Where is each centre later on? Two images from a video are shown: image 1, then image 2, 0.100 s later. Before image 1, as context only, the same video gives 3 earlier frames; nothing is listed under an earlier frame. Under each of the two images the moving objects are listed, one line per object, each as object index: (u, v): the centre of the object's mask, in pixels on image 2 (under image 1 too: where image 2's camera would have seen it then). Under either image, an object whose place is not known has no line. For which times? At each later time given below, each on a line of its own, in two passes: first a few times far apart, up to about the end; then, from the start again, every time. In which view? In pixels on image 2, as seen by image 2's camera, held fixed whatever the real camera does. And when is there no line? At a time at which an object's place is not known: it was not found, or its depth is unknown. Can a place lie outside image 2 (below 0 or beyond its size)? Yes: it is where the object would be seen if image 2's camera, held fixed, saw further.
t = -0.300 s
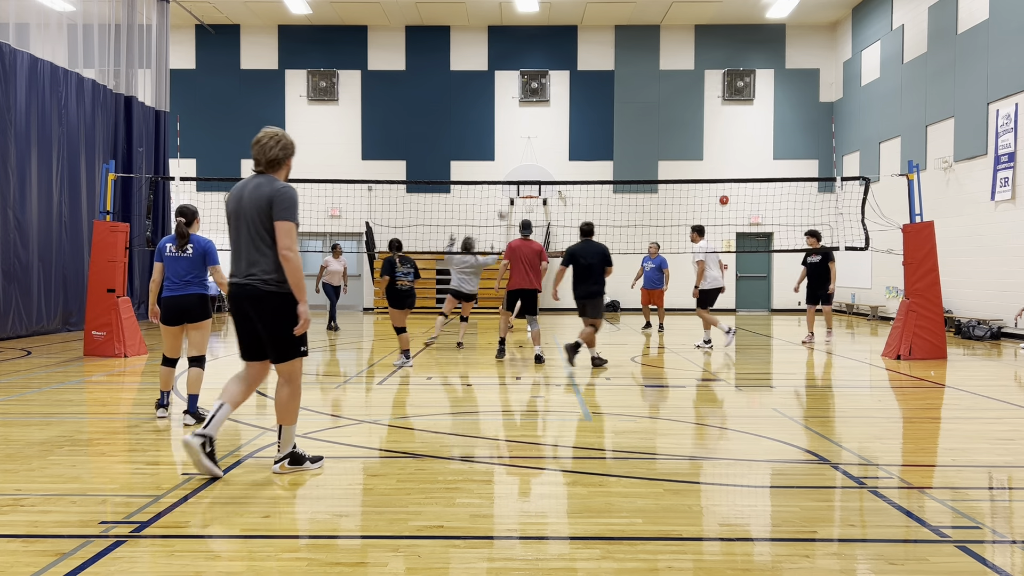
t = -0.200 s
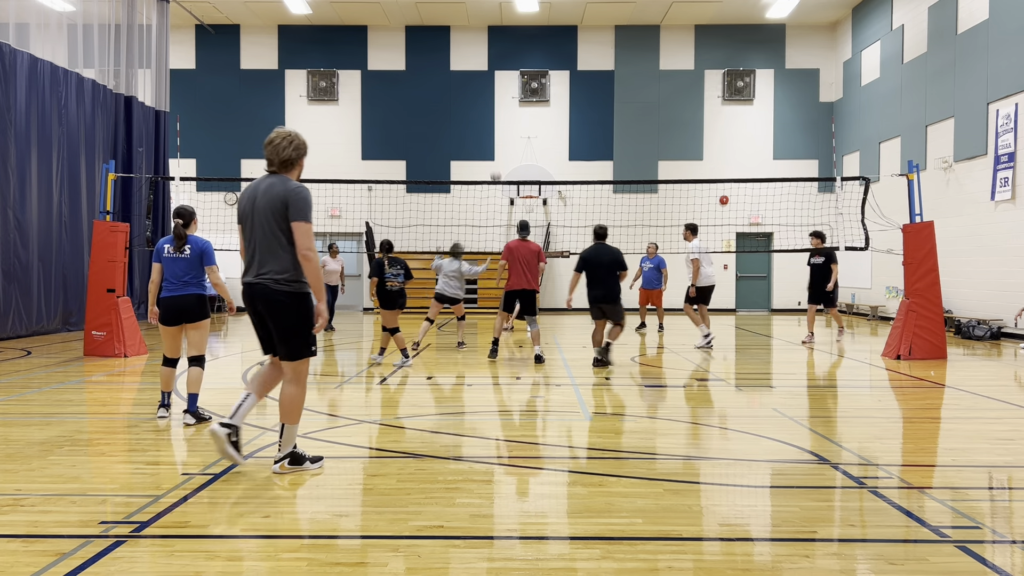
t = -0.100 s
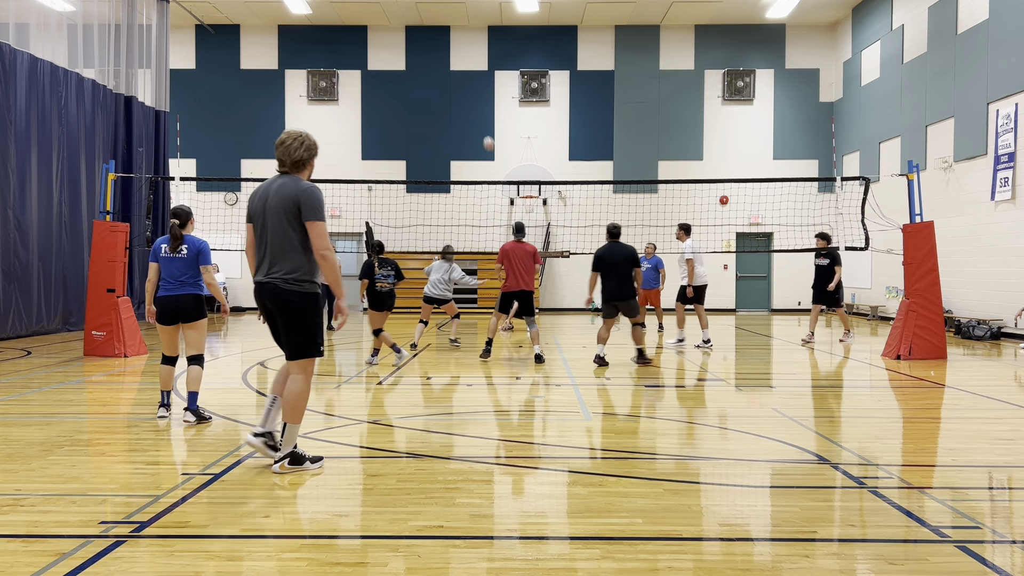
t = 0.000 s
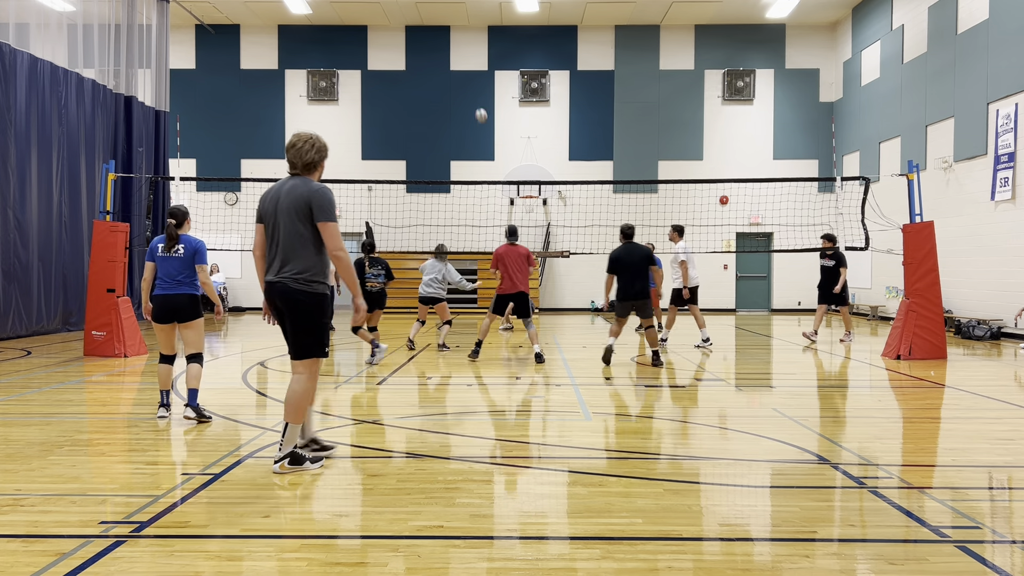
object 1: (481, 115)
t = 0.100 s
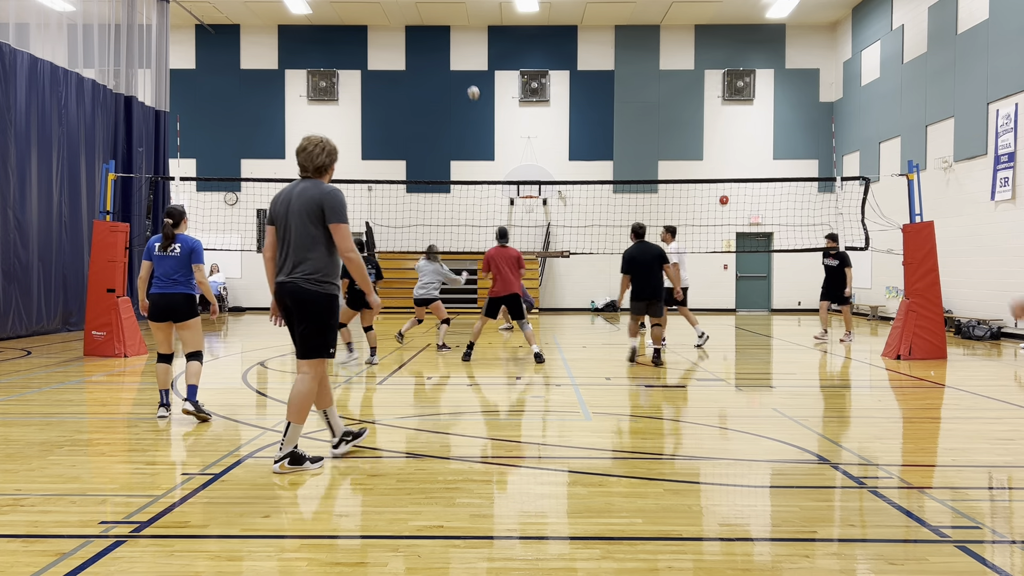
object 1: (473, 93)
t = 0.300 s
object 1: (457, 64)
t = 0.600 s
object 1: (433, 63)
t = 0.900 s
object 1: (408, 114)
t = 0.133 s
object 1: (471, 86)
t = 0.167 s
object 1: (468, 81)
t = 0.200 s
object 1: (466, 76)
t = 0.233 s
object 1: (463, 72)
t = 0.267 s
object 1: (460, 67)
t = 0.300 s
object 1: (457, 64)
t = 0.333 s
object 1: (455, 61)
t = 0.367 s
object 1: (452, 59)
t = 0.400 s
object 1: (449, 58)
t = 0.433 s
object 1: (447, 57)
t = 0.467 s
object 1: (444, 57)
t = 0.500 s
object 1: (442, 57)
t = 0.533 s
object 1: (439, 58)
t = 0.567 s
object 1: (436, 60)
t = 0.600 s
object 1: (433, 63)
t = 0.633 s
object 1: (431, 66)
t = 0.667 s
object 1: (428, 70)
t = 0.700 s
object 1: (425, 74)
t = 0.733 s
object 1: (422, 79)
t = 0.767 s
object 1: (420, 85)
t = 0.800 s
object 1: (417, 91)
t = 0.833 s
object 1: (414, 98)
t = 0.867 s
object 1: (411, 106)
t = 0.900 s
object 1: (408, 114)
